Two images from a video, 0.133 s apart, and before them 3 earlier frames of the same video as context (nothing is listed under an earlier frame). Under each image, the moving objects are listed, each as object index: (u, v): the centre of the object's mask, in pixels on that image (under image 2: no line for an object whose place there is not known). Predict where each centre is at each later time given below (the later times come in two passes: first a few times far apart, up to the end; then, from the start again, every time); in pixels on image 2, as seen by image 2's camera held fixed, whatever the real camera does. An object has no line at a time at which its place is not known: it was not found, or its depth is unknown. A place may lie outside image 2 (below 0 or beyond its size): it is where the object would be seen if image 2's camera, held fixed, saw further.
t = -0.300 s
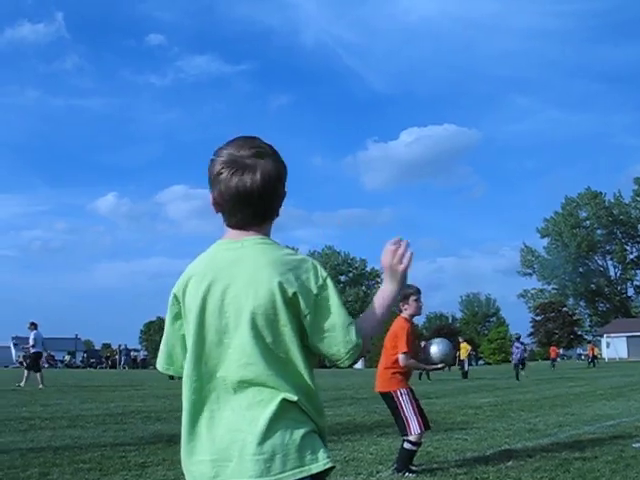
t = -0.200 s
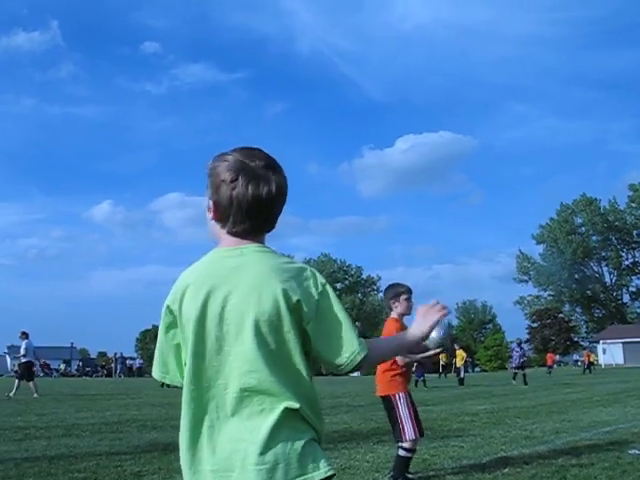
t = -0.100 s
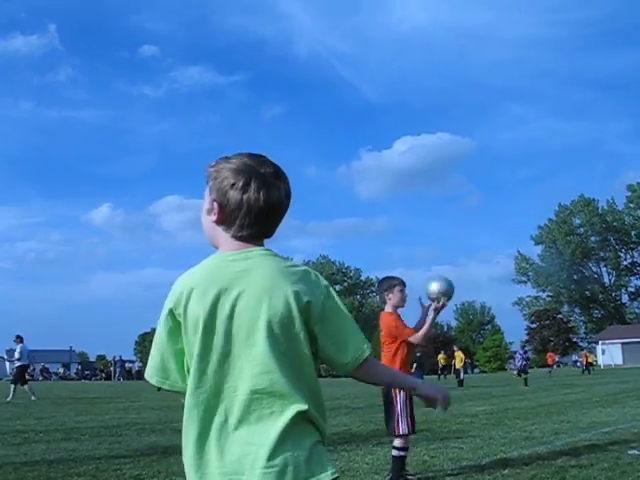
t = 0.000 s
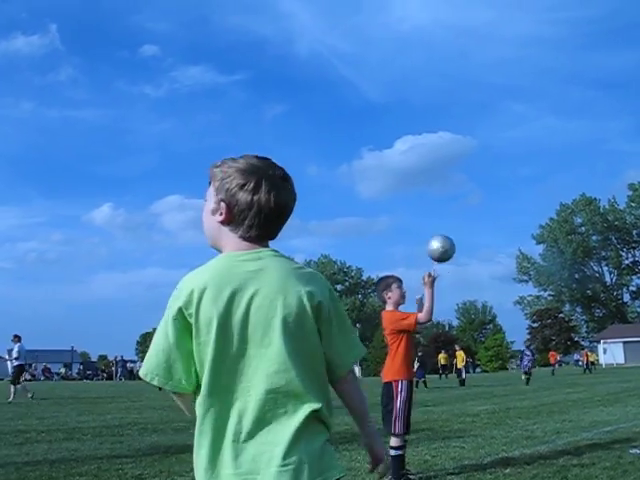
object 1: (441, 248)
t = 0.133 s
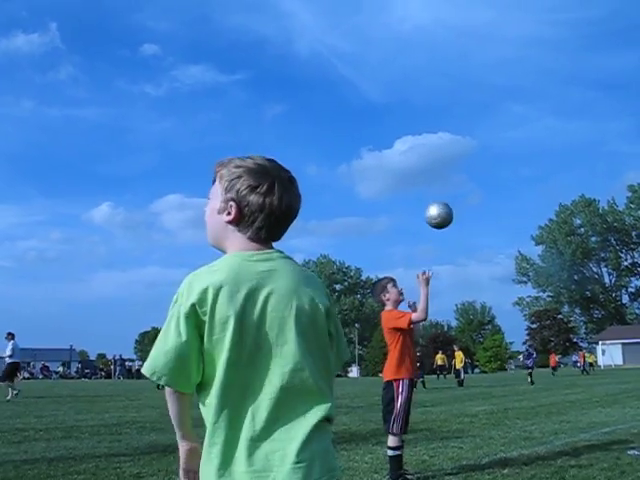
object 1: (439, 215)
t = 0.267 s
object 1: (439, 205)
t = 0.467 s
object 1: (442, 234)
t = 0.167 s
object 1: (439, 211)
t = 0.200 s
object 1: (439, 207)
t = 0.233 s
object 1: (439, 206)
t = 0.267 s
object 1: (439, 205)
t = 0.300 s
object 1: (440, 207)
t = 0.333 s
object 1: (440, 209)
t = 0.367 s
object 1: (441, 213)
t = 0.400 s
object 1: (441, 219)
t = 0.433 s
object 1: (442, 225)
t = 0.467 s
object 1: (442, 234)
